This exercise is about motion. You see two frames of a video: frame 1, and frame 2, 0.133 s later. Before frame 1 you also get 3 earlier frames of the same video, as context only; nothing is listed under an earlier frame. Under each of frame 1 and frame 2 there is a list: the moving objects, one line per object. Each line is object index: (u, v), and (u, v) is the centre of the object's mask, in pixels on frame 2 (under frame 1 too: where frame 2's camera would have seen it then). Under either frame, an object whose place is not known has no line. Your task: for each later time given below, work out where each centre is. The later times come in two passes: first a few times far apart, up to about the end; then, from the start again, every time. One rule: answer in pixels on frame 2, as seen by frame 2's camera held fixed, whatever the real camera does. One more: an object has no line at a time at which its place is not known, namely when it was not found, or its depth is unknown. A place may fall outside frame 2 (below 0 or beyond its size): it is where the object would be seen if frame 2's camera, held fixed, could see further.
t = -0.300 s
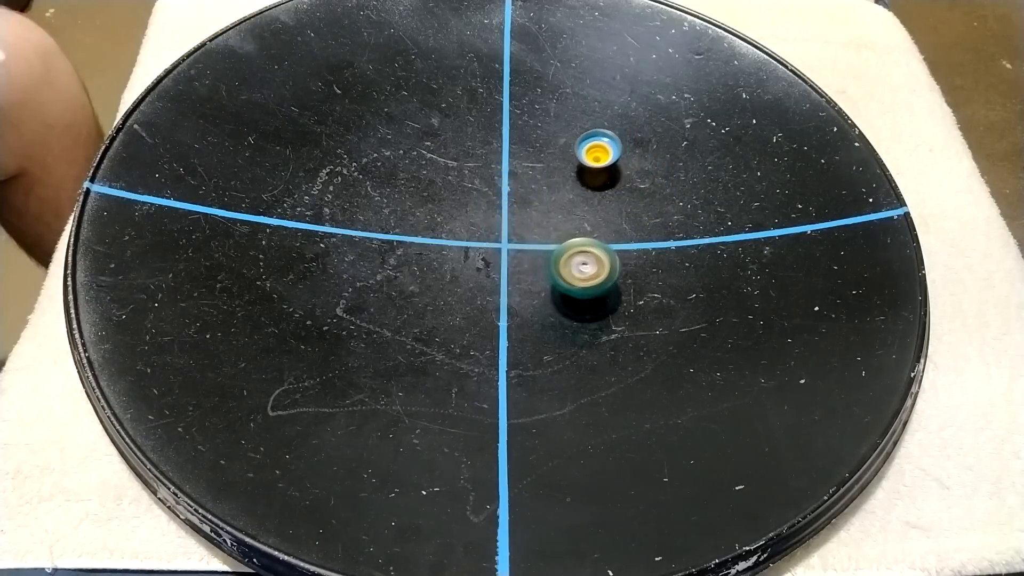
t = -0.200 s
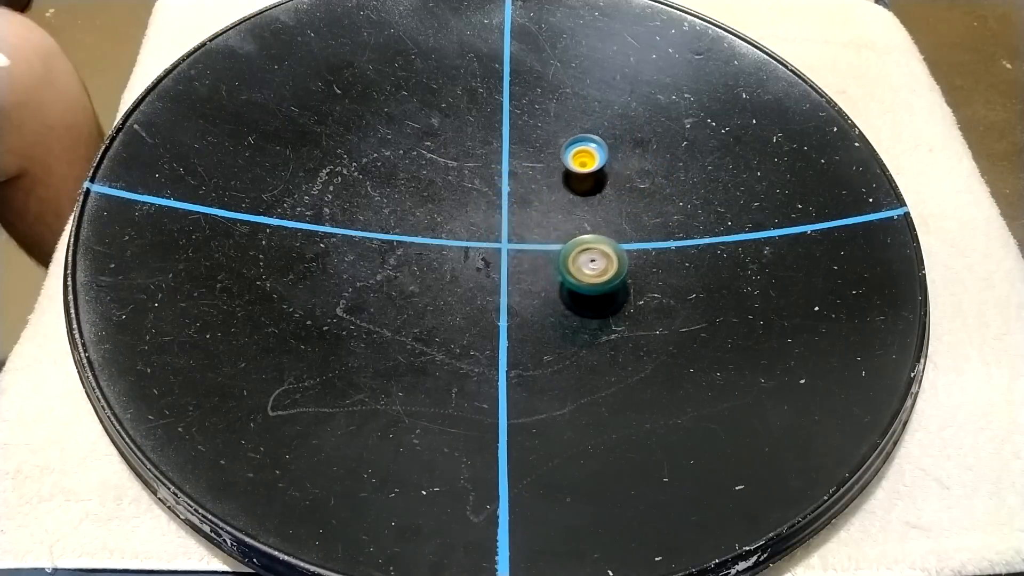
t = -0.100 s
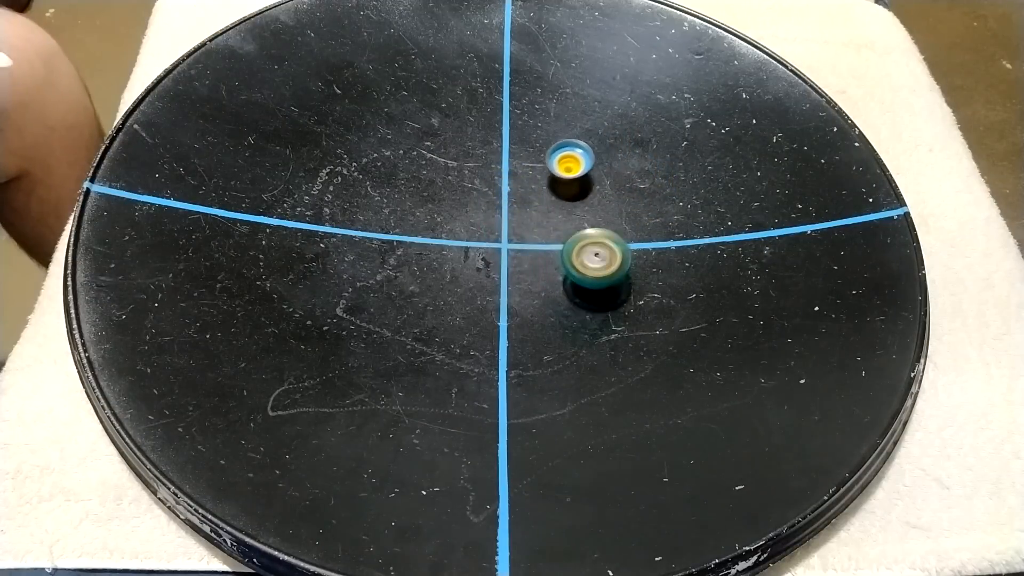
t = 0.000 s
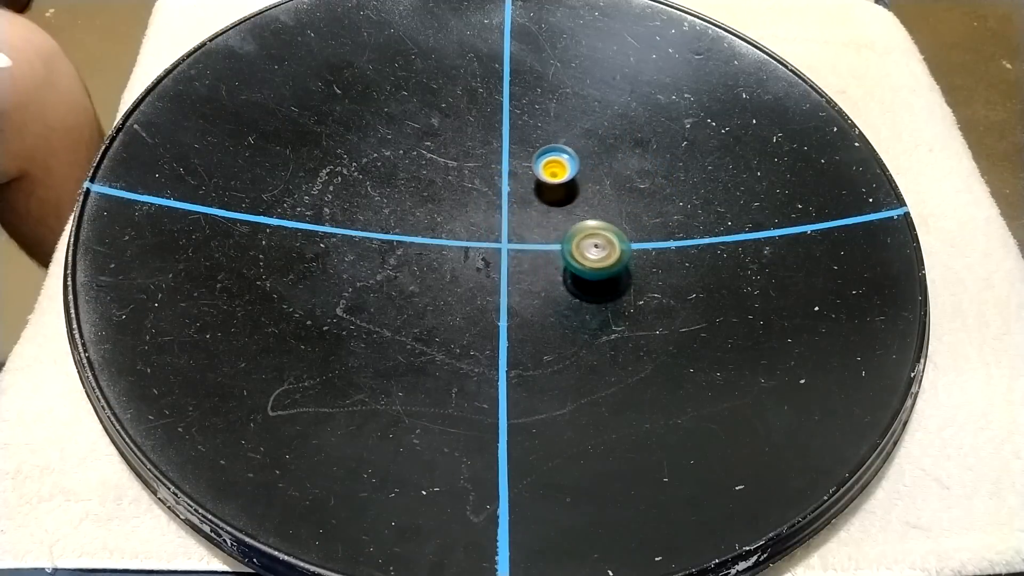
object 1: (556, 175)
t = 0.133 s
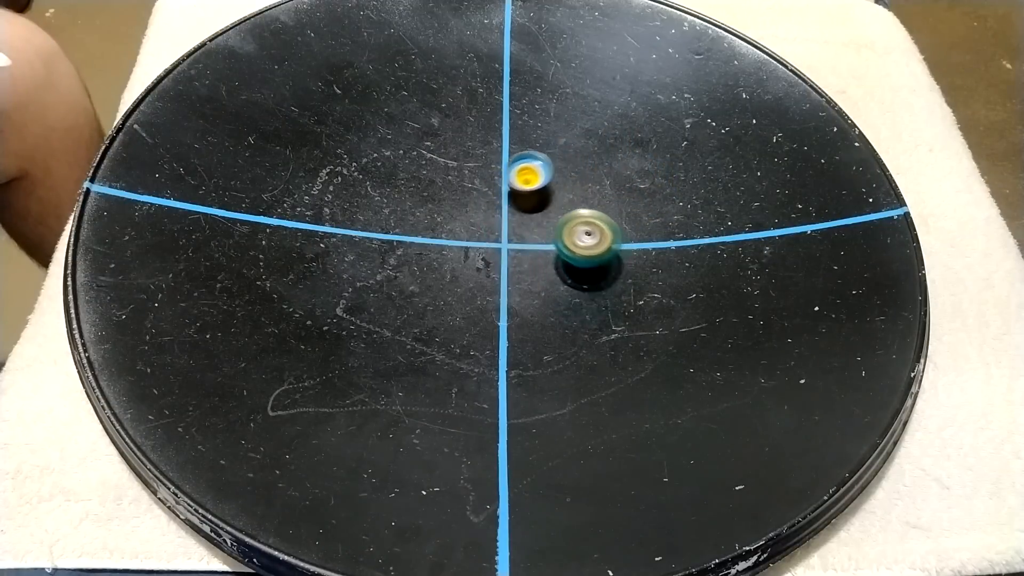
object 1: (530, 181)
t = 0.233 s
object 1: (501, 186)
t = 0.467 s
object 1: (450, 182)
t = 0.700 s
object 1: (424, 186)
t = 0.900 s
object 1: (411, 193)
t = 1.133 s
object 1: (406, 212)
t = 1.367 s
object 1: (408, 234)
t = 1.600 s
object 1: (412, 265)
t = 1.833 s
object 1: (406, 301)
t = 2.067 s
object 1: (402, 327)
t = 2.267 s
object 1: (409, 333)
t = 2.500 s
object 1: (435, 335)
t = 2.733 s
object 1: (472, 329)
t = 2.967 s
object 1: (511, 313)
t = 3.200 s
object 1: (544, 303)
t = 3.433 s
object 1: (577, 288)
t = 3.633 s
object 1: (605, 271)
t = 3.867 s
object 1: (656, 249)
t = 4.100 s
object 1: (691, 241)
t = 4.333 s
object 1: (701, 239)
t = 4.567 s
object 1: (688, 235)
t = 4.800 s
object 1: (657, 224)
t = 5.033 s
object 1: (624, 213)
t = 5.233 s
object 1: (596, 198)
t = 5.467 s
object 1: (566, 175)
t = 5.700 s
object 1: (548, 160)
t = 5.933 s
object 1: (536, 163)
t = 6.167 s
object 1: (514, 180)
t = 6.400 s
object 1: (483, 191)
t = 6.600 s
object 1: (466, 206)
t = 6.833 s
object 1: (448, 226)
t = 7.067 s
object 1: (433, 248)
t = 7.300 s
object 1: (422, 270)
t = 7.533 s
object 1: (416, 290)
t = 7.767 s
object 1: (418, 308)
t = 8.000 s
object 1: (430, 319)
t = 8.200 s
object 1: (452, 323)
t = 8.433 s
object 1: (484, 321)
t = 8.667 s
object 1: (508, 313)
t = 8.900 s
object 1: (535, 307)
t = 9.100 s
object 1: (562, 294)
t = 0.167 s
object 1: (520, 183)
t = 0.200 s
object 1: (510, 185)
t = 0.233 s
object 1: (501, 186)
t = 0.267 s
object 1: (491, 185)
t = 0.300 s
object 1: (481, 184)
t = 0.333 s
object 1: (475, 183)
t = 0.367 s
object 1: (467, 183)
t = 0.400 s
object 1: (460, 182)
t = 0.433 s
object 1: (454, 182)
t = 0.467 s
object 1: (450, 182)
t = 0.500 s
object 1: (445, 183)
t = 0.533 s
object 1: (442, 183)
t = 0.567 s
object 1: (439, 184)
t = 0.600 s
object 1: (436, 184)
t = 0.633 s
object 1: (432, 185)
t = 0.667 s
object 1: (428, 186)
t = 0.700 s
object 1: (424, 186)
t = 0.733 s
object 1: (420, 188)
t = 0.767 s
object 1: (417, 188)
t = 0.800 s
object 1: (414, 189)
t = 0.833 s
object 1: (413, 190)
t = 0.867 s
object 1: (412, 191)
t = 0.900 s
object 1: (411, 193)
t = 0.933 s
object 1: (410, 195)
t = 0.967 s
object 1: (409, 198)
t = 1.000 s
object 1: (408, 201)
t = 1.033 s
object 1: (407, 203)
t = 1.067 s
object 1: (406, 206)
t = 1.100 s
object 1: (406, 208)
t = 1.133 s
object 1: (406, 212)
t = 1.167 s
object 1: (405, 216)
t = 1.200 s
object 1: (405, 219)
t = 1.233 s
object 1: (406, 222)
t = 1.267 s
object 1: (406, 225)
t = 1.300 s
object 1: (407, 228)
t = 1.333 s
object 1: (408, 231)
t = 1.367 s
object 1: (408, 234)
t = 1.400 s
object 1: (409, 238)
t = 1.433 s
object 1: (410, 242)
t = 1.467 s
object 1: (411, 246)
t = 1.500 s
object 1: (411, 249)
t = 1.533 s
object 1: (412, 254)
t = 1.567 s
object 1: (412, 260)
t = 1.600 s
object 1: (412, 265)
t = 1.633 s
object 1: (411, 271)
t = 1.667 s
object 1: (411, 276)
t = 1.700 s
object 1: (410, 282)
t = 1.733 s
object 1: (409, 287)
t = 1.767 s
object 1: (408, 293)
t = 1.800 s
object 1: (407, 297)
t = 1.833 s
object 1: (406, 301)
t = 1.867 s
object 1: (405, 306)
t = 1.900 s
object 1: (404, 310)
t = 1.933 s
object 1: (404, 314)
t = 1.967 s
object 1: (403, 318)
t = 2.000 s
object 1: (403, 322)
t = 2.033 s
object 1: (402, 324)
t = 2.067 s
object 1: (402, 327)
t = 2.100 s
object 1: (401, 329)
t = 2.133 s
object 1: (401, 330)
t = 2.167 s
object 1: (403, 331)
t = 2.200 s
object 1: (404, 332)
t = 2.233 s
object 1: (407, 333)
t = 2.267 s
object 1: (409, 333)
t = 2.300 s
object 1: (411, 334)
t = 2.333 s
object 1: (414, 334)
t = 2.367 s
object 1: (419, 334)
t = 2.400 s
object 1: (422, 335)
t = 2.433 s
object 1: (427, 335)
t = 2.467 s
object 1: (431, 335)
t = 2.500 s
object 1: (435, 335)
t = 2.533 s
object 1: (440, 334)
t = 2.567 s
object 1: (445, 334)
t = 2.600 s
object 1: (450, 333)
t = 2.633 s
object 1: (456, 332)
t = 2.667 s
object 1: (461, 331)
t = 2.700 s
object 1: (467, 330)
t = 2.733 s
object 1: (472, 329)
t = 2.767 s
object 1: (477, 327)
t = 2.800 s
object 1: (483, 325)
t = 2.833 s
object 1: (490, 324)
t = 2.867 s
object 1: (496, 322)
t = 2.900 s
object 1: (501, 319)
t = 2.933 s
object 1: (506, 316)
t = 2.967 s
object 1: (511, 313)
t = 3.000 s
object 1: (516, 311)
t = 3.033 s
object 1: (521, 309)
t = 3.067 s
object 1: (526, 308)
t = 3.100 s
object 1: (530, 307)
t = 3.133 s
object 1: (534, 306)
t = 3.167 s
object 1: (539, 305)
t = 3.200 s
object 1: (544, 303)
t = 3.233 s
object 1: (549, 302)
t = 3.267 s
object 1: (554, 299)
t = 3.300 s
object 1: (559, 297)
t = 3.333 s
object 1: (564, 295)
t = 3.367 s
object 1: (568, 292)
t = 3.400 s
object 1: (573, 290)
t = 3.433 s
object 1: (577, 288)
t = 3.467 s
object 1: (581, 285)
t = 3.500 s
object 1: (586, 283)
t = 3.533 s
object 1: (589, 281)
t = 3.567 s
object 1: (593, 279)
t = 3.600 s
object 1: (599, 276)
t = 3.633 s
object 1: (605, 271)
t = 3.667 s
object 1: (612, 268)
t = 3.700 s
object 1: (620, 264)
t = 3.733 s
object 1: (627, 261)
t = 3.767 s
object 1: (634, 257)
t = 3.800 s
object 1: (641, 254)
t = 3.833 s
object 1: (648, 252)
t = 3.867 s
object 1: (656, 249)
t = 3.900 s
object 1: (662, 247)
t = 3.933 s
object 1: (667, 246)
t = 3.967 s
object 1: (673, 244)
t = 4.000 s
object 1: (678, 243)
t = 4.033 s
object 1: (682, 242)
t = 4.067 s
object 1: (687, 241)
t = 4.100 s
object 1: (691, 241)
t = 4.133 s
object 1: (695, 240)
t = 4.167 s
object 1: (699, 240)
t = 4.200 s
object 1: (700, 240)
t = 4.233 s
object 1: (700, 240)
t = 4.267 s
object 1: (701, 240)
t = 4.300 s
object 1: (701, 239)
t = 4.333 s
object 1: (701, 239)
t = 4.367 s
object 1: (701, 239)
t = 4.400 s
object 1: (701, 239)
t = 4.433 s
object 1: (700, 238)
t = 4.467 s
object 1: (698, 238)
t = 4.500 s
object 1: (695, 237)
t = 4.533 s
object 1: (691, 236)
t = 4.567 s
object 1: (688, 235)
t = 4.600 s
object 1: (684, 234)
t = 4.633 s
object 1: (680, 233)
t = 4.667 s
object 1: (675, 232)
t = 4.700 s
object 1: (671, 230)
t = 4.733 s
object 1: (666, 228)
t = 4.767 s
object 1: (662, 226)
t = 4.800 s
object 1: (657, 224)
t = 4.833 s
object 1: (653, 223)
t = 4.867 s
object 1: (648, 221)
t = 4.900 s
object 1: (643, 219)
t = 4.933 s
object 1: (638, 218)
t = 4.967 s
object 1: (634, 215)
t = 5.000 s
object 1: (629, 214)
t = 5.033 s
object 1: (624, 213)
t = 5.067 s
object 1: (619, 211)
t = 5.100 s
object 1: (615, 210)
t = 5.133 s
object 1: (612, 207)
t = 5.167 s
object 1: (607, 204)
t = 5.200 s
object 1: (601, 201)
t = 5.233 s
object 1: (596, 198)
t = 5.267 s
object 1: (591, 194)
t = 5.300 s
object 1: (585, 190)
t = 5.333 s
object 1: (580, 187)
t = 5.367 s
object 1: (575, 183)
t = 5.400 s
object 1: (571, 180)
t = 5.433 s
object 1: (568, 177)
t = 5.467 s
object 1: (566, 175)
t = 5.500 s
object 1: (563, 172)
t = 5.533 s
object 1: (561, 170)
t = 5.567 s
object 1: (558, 168)
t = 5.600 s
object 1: (555, 166)
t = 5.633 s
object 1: (553, 164)
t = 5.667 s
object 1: (551, 162)
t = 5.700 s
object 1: (548, 160)
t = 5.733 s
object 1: (545, 159)
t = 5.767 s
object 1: (544, 158)
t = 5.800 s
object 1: (543, 158)
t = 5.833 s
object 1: (542, 159)
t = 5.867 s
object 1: (540, 160)
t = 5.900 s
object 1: (538, 162)
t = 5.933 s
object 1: (536, 163)
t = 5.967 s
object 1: (534, 165)
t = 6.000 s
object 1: (531, 167)
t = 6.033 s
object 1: (529, 169)
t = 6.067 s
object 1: (526, 172)
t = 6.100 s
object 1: (522, 175)
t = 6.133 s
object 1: (518, 178)
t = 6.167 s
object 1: (514, 180)
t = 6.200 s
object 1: (509, 183)
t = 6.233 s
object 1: (505, 184)
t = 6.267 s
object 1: (500, 186)
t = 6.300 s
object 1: (496, 187)
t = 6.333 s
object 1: (491, 188)
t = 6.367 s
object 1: (488, 189)
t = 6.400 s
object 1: (483, 191)
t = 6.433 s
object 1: (480, 192)
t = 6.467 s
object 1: (477, 195)
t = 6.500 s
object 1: (474, 197)
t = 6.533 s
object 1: (472, 200)
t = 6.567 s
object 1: (469, 203)
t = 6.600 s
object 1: (466, 206)
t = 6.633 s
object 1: (464, 208)
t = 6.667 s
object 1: (461, 211)
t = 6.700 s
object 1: (459, 213)
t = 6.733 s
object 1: (456, 216)
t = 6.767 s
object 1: (453, 220)
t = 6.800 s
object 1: (451, 223)
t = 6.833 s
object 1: (448, 226)
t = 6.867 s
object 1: (446, 229)
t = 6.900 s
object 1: (444, 232)
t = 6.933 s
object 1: (441, 235)
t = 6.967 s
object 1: (439, 238)
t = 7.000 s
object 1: (437, 242)
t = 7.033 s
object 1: (435, 245)
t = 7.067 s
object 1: (433, 248)
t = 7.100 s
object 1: (431, 251)
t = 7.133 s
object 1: (430, 254)
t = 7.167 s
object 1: (428, 257)
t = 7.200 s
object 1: (426, 261)
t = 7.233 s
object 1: (425, 264)
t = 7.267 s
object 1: (423, 267)
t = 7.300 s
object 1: (422, 270)
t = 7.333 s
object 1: (420, 273)
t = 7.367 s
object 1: (419, 276)
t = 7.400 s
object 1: (418, 279)
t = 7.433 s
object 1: (418, 281)
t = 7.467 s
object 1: (417, 284)
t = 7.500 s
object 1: (417, 288)
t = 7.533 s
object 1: (416, 290)
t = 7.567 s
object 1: (416, 293)
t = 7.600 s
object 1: (416, 296)
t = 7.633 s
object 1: (416, 299)
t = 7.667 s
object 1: (416, 301)
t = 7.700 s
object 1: (417, 304)
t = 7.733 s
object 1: (417, 307)
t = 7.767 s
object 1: (418, 308)
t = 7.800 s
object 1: (419, 310)
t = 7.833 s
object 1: (420, 312)
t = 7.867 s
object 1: (422, 314)
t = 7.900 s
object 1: (423, 316)
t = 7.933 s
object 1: (425, 317)
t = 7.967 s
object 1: (428, 318)
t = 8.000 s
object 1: (430, 319)
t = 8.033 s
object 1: (433, 320)
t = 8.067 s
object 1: (436, 321)
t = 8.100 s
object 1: (440, 322)
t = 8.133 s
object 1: (444, 322)
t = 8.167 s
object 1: (447, 323)
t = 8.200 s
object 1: (452, 323)
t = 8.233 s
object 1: (456, 323)
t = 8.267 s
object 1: (461, 324)
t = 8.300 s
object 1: (465, 324)
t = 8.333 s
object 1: (470, 324)
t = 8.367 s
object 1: (474, 323)
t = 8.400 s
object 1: (478, 322)
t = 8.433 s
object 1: (484, 321)
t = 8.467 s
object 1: (488, 321)
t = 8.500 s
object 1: (491, 321)
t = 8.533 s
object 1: (495, 320)
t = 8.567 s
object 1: (499, 319)
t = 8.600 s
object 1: (502, 318)
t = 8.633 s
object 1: (505, 315)
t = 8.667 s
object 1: (508, 313)
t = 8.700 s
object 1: (511, 312)
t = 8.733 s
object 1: (515, 311)
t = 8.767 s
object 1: (518, 311)
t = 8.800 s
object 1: (522, 309)
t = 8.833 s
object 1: (526, 309)
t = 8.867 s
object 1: (530, 308)
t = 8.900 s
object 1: (535, 307)
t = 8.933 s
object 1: (539, 306)
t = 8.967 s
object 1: (544, 304)
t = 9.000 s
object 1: (549, 302)
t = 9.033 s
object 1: (553, 299)
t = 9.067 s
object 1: (558, 297)
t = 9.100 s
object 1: (562, 294)
